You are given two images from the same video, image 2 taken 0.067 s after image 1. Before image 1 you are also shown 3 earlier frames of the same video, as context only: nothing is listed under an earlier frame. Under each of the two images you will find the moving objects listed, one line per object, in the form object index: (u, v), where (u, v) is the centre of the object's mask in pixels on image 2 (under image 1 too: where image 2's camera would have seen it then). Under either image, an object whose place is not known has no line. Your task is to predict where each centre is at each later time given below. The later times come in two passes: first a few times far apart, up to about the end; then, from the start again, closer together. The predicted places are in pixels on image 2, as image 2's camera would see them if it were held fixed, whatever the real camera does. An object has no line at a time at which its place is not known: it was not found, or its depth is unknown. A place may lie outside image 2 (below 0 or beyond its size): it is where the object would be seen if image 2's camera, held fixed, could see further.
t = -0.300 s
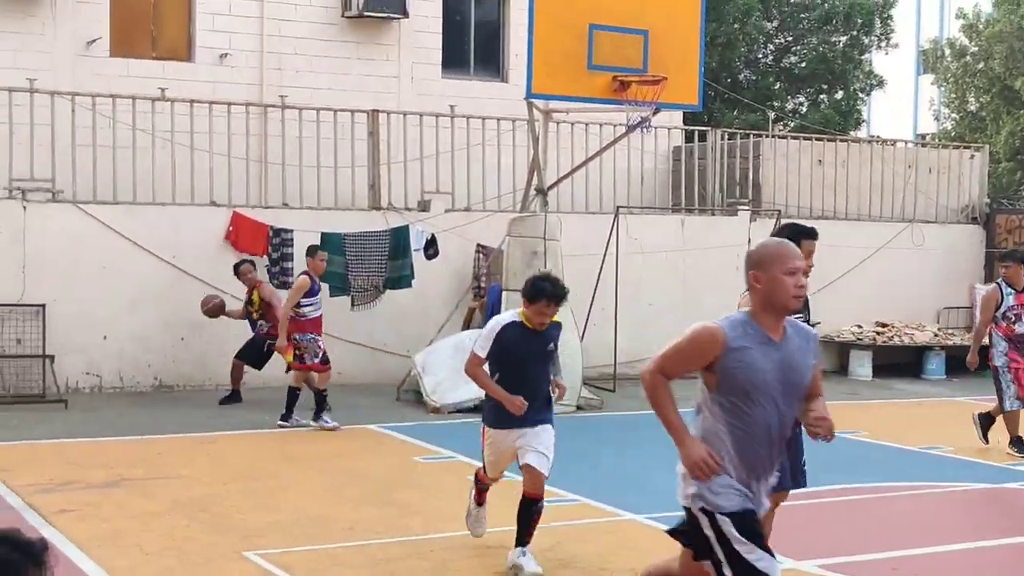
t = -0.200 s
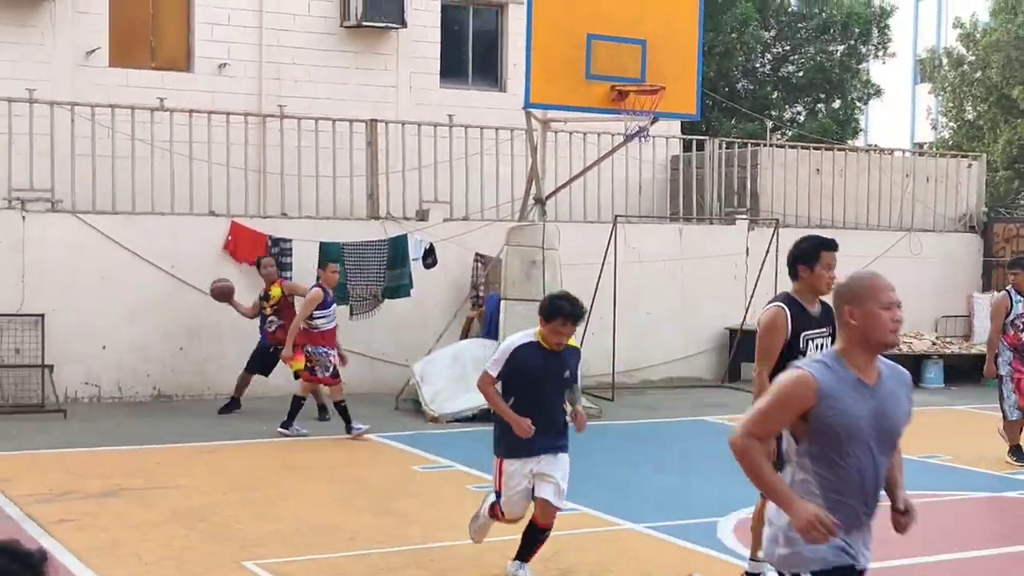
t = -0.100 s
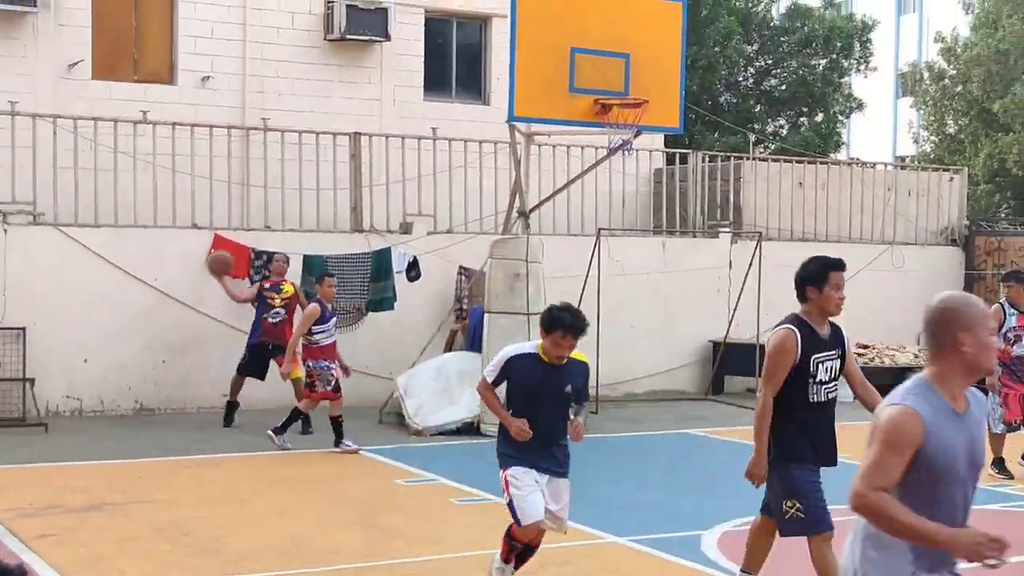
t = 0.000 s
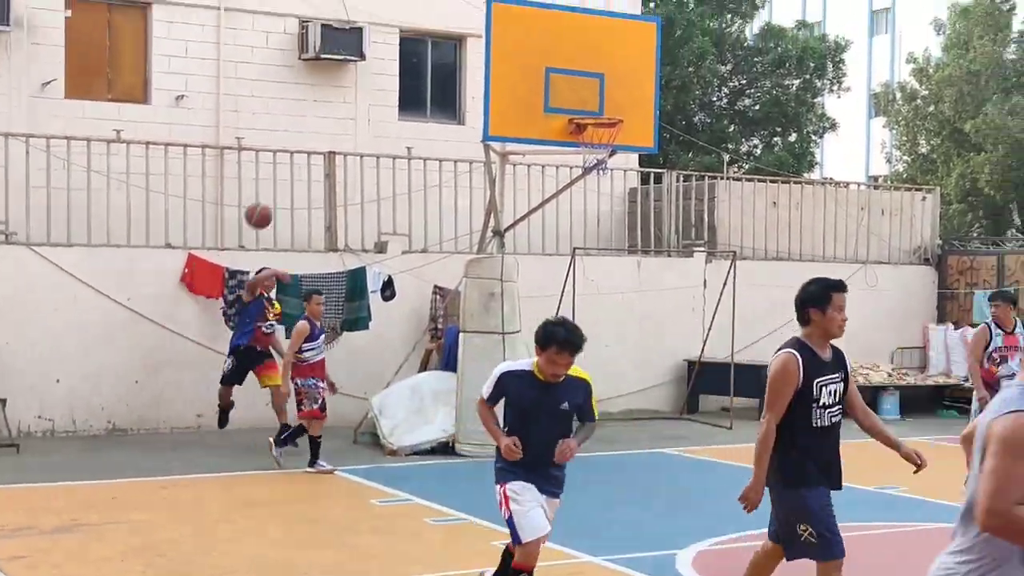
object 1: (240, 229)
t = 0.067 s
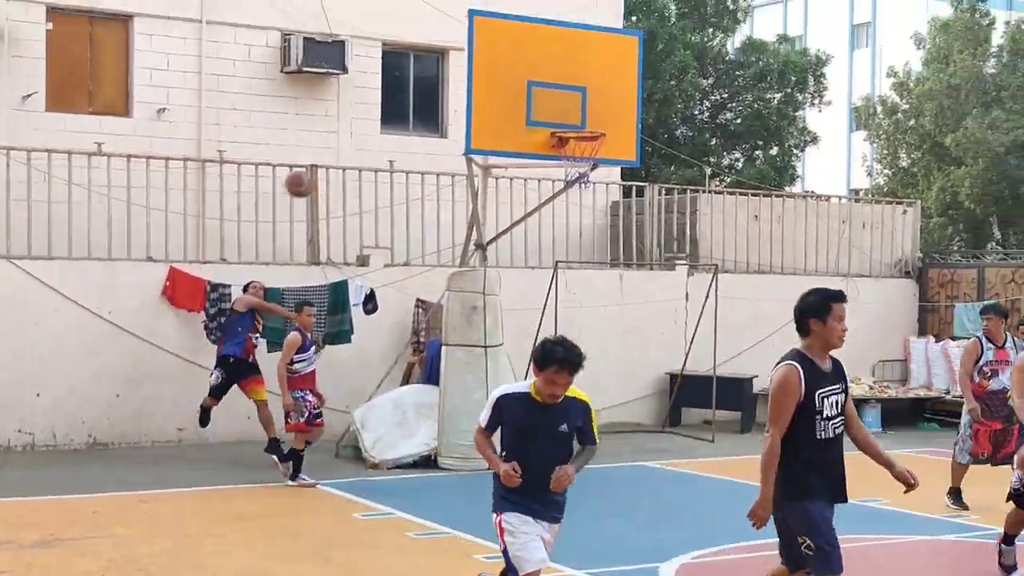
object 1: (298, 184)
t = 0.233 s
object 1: (474, 69)
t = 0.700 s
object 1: (1337, -261)
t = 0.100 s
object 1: (331, 161)
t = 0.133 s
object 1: (365, 138)
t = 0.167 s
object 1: (399, 115)
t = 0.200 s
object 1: (435, 92)
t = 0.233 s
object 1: (474, 69)
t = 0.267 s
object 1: (513, 46)
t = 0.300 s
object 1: (554, 24)
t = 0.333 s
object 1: (598, 2)
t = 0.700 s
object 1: (1337, -261)
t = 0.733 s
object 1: (1445, -290)
